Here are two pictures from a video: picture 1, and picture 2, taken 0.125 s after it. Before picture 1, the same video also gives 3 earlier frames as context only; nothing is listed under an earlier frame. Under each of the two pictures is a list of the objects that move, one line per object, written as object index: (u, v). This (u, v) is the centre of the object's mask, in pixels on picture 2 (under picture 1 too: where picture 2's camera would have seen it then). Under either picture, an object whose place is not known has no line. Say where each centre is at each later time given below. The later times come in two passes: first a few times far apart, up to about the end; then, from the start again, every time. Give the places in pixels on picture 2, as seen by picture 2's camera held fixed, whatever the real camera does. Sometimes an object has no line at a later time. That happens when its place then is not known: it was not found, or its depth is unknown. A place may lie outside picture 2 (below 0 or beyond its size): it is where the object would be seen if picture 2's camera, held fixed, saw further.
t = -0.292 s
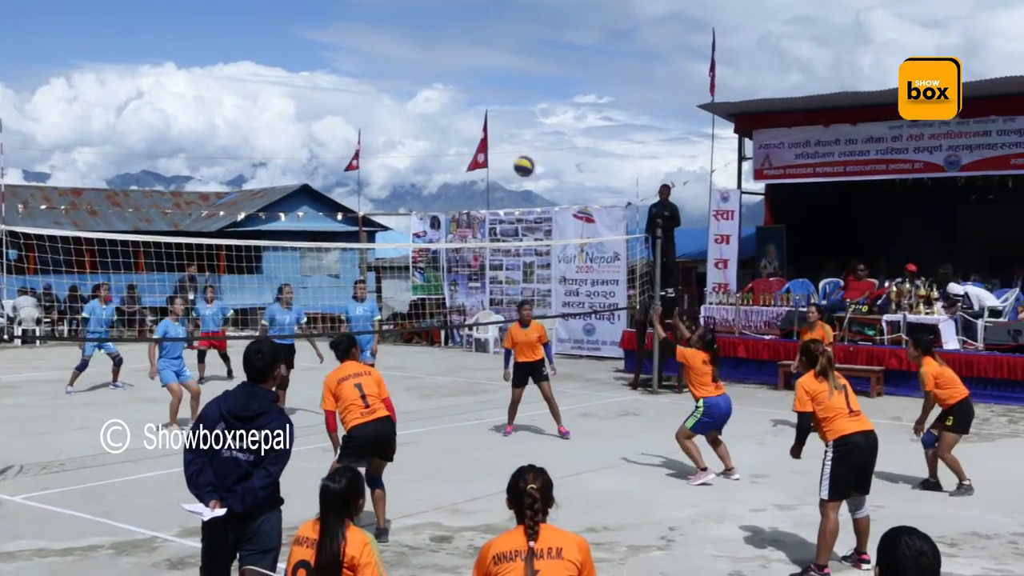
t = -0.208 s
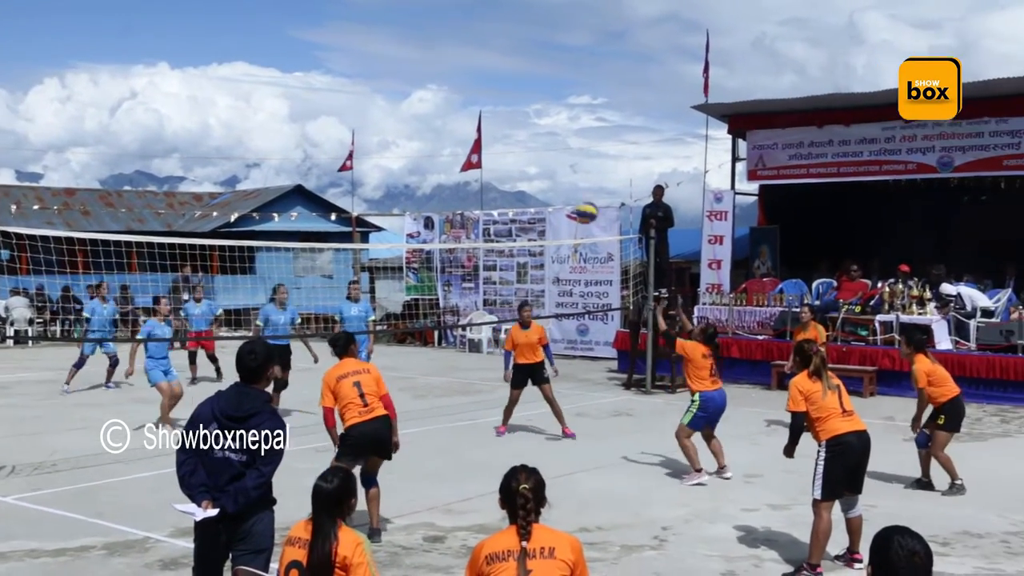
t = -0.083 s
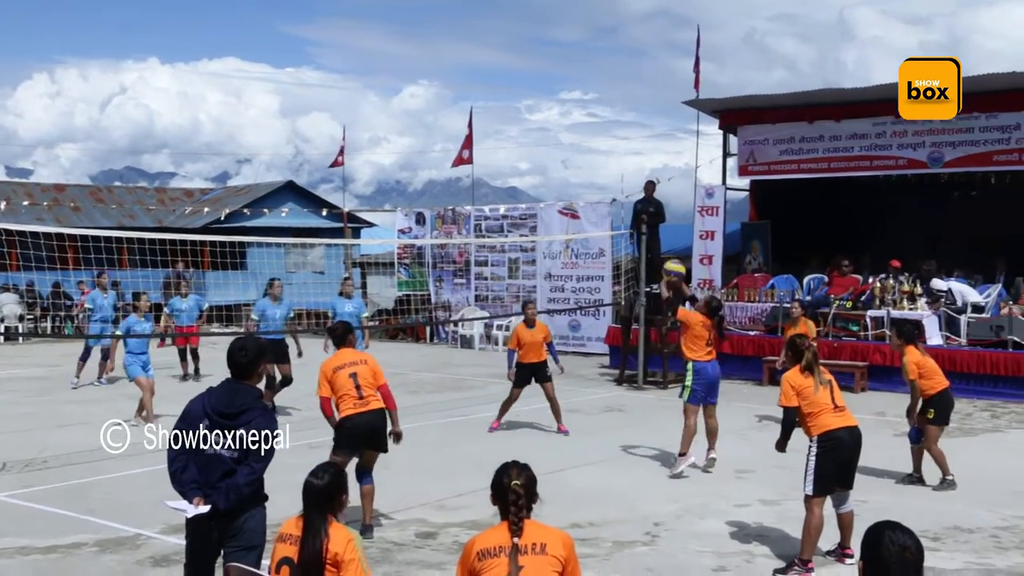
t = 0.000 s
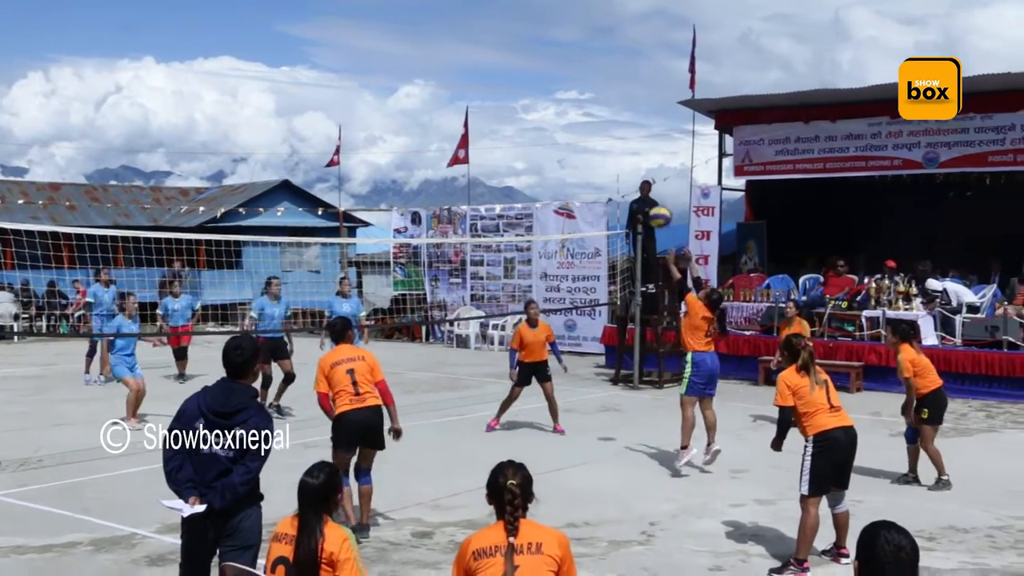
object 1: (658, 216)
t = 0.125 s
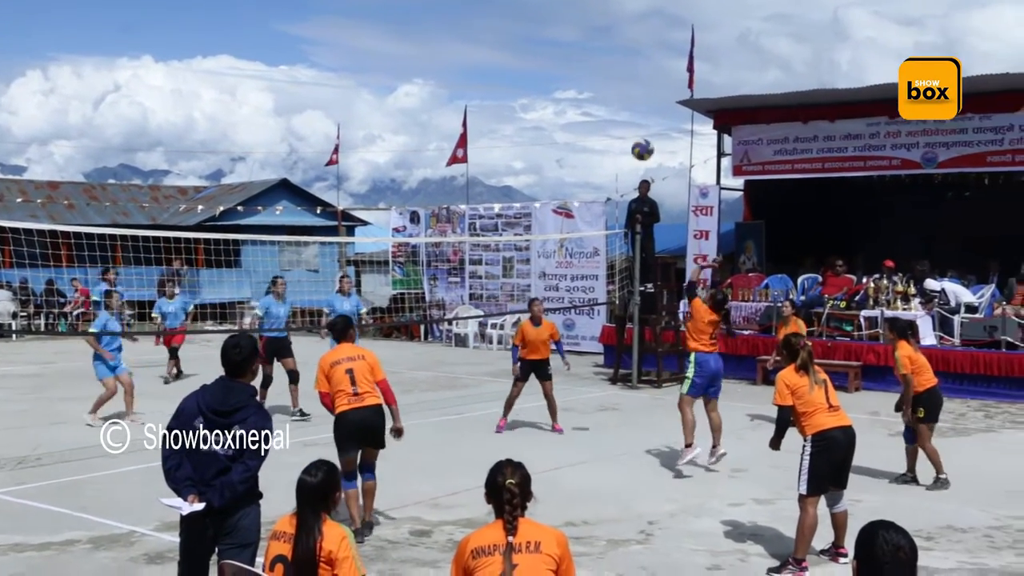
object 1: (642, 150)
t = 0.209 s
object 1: (632, 116)
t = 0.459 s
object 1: (603, 59)
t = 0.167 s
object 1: (637, 132)
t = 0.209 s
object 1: (632, 116)
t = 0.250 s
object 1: (627, 101)
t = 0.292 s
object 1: (622, 89)
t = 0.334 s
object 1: (617, 79)
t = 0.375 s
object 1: (612, 70)
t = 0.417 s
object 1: (607, 63)
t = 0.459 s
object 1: (603, 59)
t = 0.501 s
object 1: (598, 56)
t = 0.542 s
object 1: (594, 54)
